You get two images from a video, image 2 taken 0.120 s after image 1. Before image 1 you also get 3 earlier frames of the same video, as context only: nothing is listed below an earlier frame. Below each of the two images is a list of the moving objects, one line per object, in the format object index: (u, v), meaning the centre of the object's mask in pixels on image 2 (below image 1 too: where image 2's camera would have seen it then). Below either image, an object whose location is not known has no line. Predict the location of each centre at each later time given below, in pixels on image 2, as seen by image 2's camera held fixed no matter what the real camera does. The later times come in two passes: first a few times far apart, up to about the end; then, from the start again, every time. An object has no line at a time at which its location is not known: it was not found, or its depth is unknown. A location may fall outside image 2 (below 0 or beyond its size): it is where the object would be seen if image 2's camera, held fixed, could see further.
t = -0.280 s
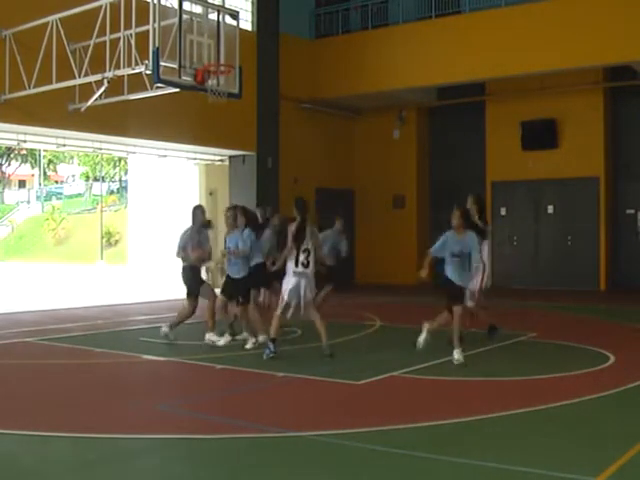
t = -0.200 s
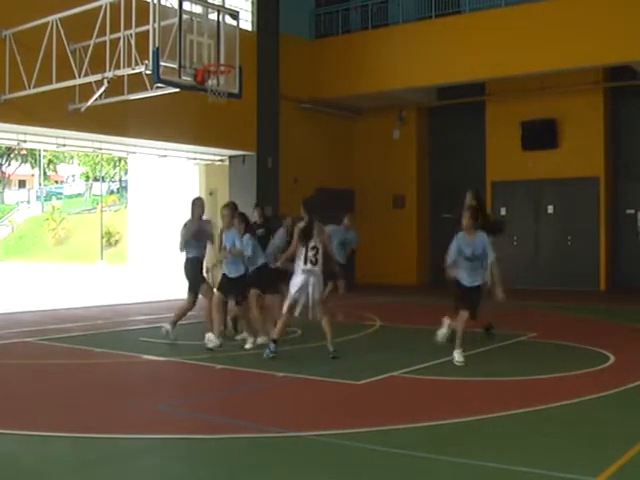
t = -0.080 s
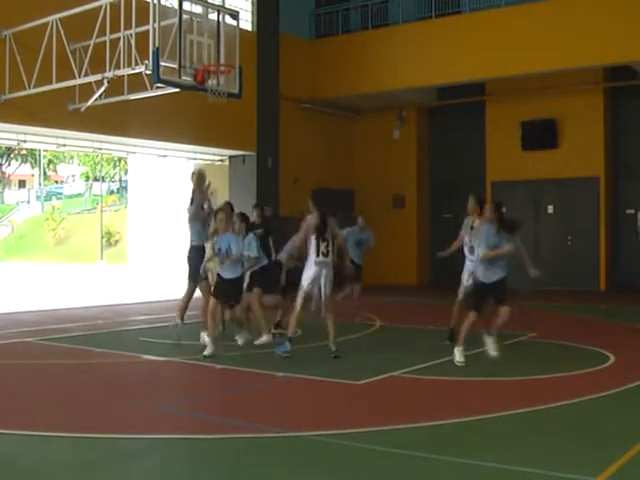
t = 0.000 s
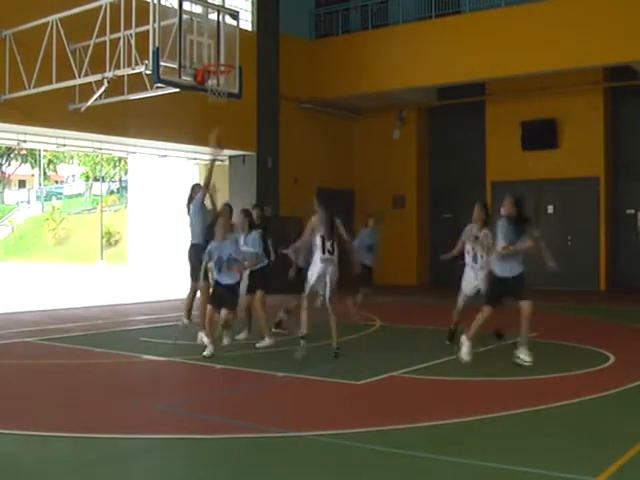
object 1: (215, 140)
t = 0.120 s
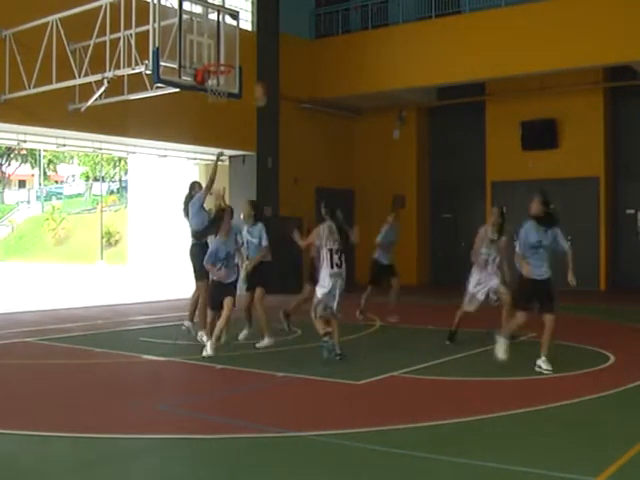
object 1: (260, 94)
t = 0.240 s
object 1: (303, 60)
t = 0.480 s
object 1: (406, 38)
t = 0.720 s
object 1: (530, 82)
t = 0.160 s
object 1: (271, 83)
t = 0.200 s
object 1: (287, 70)
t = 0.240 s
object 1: (303, 60)
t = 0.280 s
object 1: (317, 51)
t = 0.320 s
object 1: (334, 43)
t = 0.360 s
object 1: (349, 39)
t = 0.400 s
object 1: (367, 39)
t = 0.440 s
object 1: (387, 37)
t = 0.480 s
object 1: (406, 38)
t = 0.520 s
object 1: (428, 40)
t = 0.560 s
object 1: (447, 42)
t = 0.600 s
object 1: (466, 50)
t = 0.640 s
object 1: (487, 57)
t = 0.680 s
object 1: (508, 67)
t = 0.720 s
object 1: (530, 82)
